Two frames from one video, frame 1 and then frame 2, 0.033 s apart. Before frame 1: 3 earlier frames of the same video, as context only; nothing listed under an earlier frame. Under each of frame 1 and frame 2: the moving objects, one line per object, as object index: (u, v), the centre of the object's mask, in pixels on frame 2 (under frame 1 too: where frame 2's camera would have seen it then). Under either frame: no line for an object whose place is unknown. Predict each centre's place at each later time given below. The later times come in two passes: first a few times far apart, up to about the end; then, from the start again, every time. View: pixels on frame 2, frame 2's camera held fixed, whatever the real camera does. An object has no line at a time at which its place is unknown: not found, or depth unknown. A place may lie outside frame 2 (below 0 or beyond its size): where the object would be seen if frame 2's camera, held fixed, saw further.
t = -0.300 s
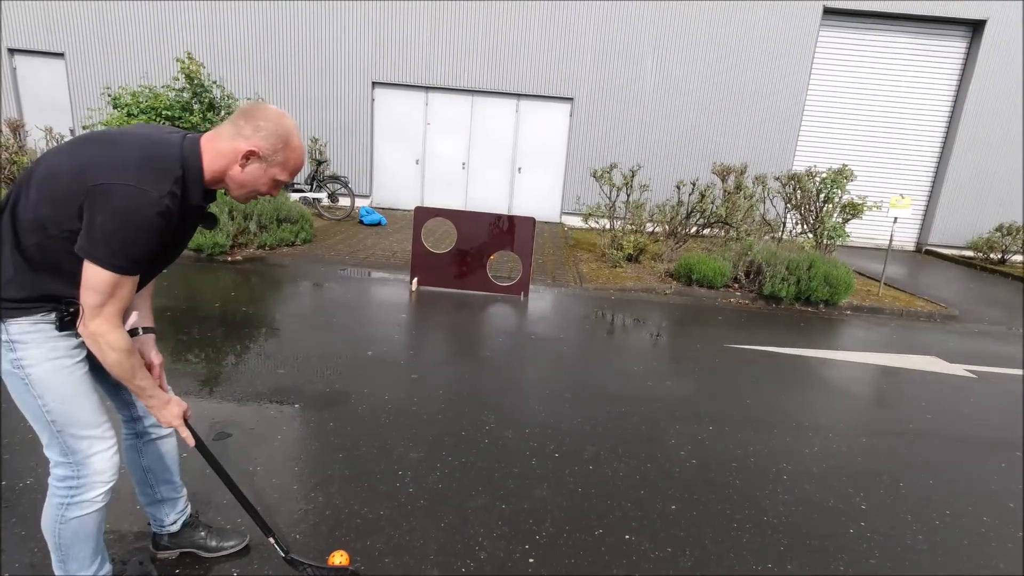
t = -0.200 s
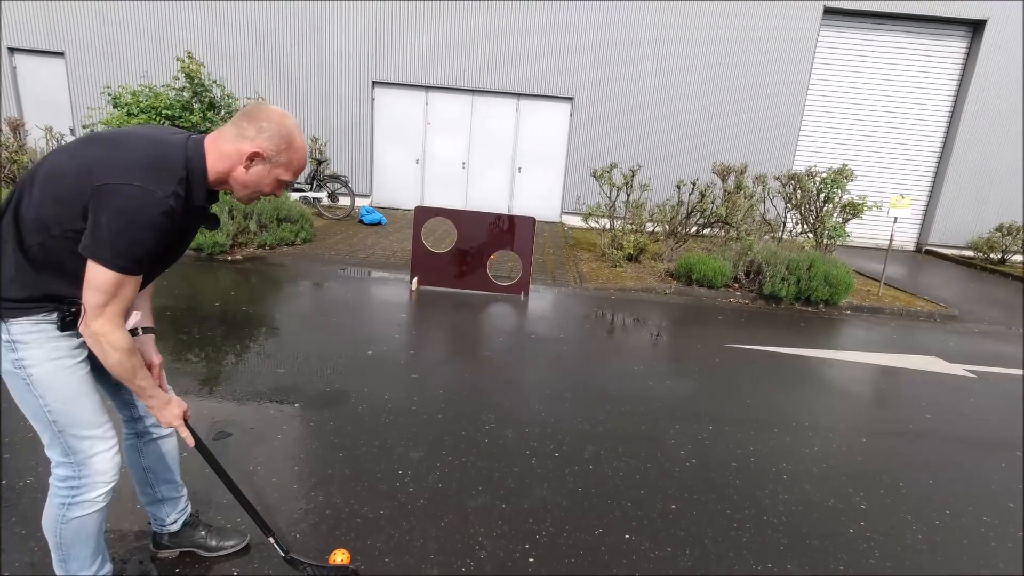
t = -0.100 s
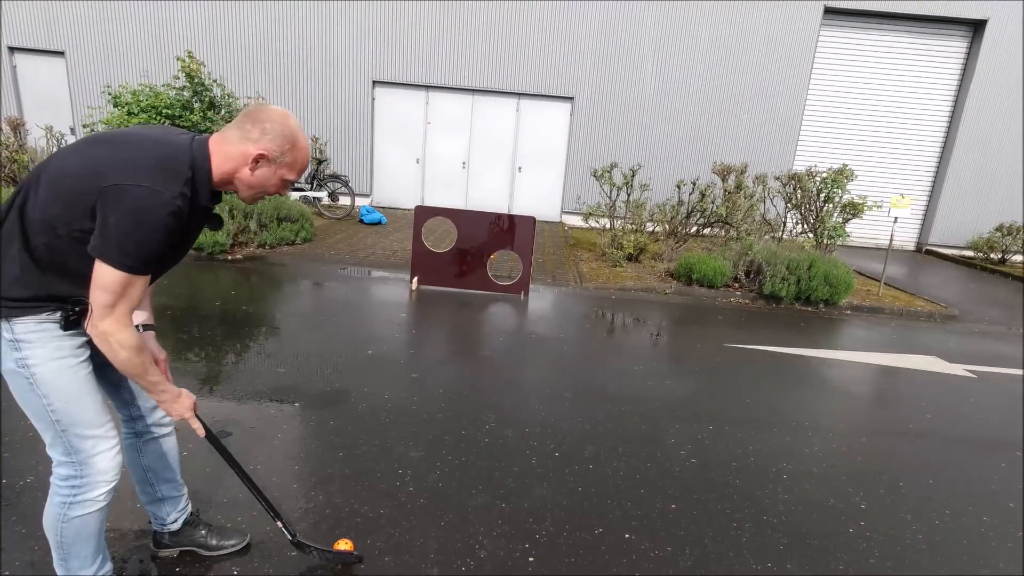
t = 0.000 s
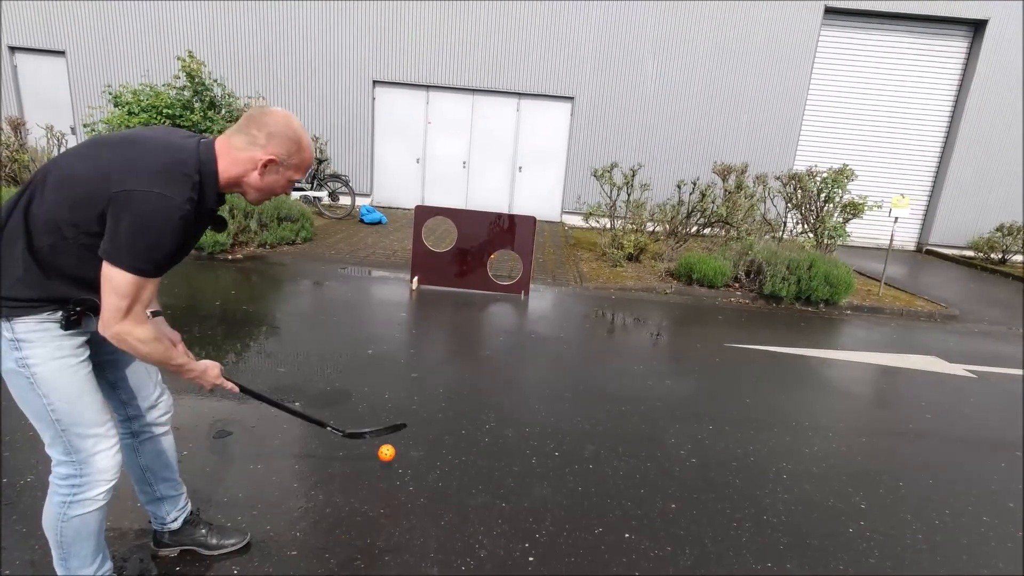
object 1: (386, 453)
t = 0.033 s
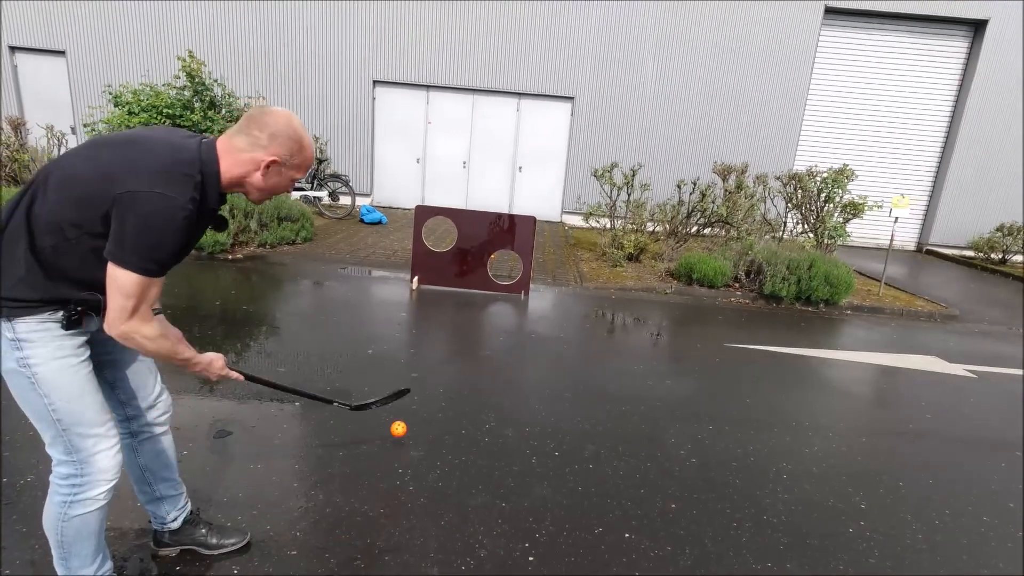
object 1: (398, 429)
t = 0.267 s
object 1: (450, 364)
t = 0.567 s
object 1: (478, 321)
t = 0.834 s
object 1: (487, 298)
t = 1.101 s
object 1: (490, 287)
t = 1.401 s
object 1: (488, 304)
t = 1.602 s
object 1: (486, 310)
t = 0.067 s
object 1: (409, 410)
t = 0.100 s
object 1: (418, 395)
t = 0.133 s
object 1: (426, 383)
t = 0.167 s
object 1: (433, 375)
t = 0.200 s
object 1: (440, 369)
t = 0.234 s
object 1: (445, 365)
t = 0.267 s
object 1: (450, 364)
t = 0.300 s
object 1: (454, 358)
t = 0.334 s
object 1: (458, 347)
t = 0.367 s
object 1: (462, 338)
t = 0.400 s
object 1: (465, 331)
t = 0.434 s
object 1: (468, 327)
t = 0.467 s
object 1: (471, 323)
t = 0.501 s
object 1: (473, 321)
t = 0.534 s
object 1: (476, 321)
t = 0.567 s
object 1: (478, 321)
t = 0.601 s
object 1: (479, 315)
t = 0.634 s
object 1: (480, 311)
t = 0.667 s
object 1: (482, 309)
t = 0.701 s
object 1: (482, 308)
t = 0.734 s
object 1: (484, 305)
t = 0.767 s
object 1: (485, 302)
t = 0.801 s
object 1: (486, 300)
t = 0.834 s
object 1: (487, 298)
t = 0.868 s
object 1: (488, 295)
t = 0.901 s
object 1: (489, 293)
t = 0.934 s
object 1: (490, 291)
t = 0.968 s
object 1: (490, 289)
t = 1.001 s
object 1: (490, 287)
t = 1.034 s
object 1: (490, 286)
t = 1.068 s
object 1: (490, 286)
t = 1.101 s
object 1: (490, 287)
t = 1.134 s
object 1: (489, 290)
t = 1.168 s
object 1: (489, 293)
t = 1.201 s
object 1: (488, 298)
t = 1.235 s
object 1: (488, 301)
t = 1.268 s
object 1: (488, 300)
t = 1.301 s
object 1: (488, 299)
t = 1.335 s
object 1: (488, 299)
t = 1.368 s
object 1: (488, 301)
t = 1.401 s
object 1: (488, 304)
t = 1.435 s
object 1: (487, 308)
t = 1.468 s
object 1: (487, 306)
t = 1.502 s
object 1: (487, 306)
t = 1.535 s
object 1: (487, 306)
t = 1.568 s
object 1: (486, 307)
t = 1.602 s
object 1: (486, 310)
